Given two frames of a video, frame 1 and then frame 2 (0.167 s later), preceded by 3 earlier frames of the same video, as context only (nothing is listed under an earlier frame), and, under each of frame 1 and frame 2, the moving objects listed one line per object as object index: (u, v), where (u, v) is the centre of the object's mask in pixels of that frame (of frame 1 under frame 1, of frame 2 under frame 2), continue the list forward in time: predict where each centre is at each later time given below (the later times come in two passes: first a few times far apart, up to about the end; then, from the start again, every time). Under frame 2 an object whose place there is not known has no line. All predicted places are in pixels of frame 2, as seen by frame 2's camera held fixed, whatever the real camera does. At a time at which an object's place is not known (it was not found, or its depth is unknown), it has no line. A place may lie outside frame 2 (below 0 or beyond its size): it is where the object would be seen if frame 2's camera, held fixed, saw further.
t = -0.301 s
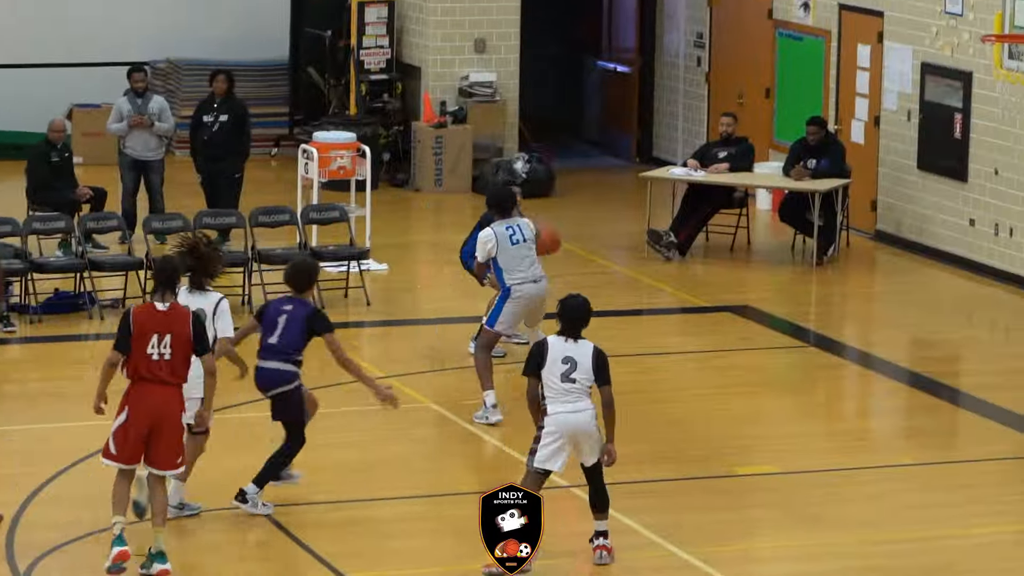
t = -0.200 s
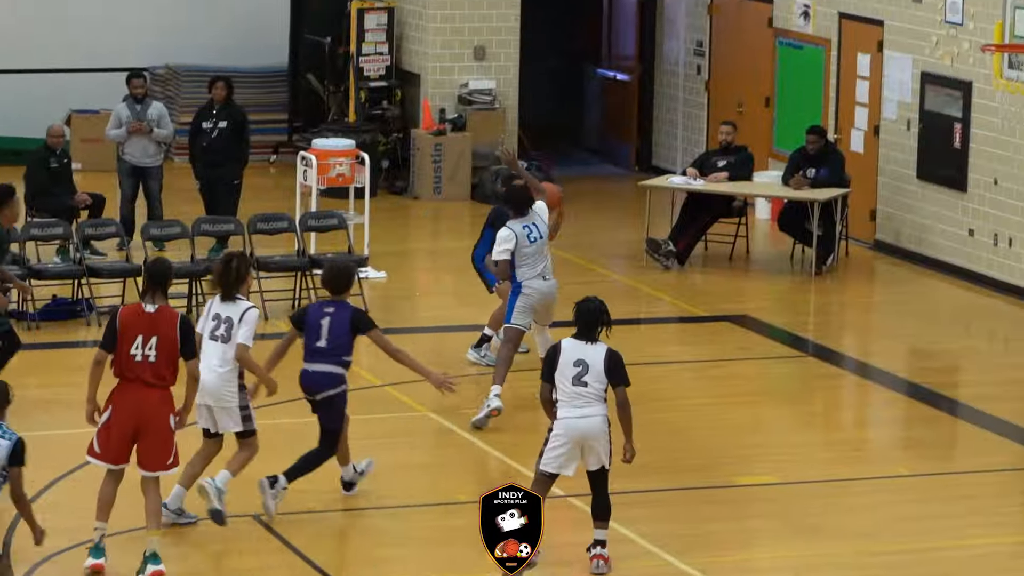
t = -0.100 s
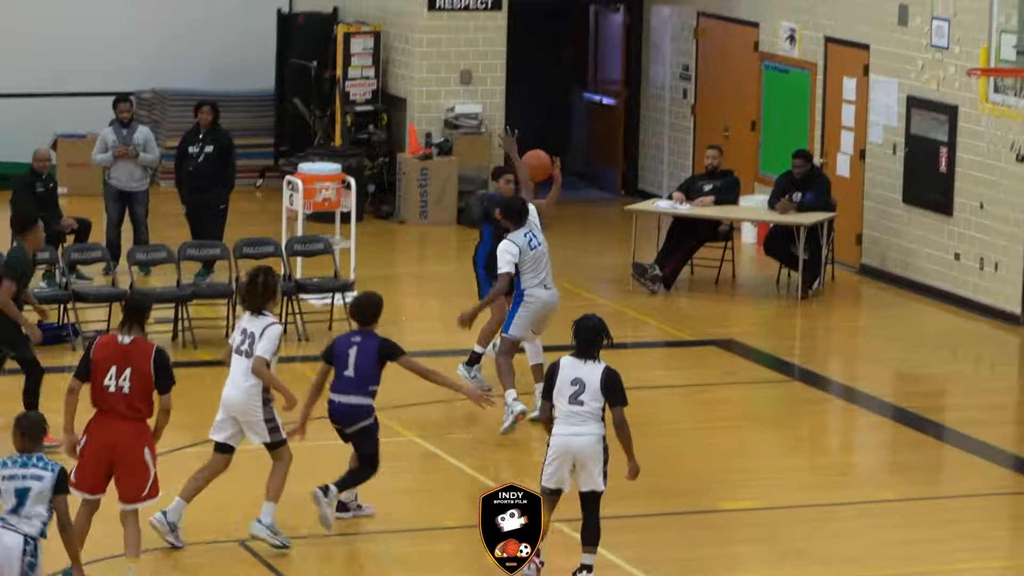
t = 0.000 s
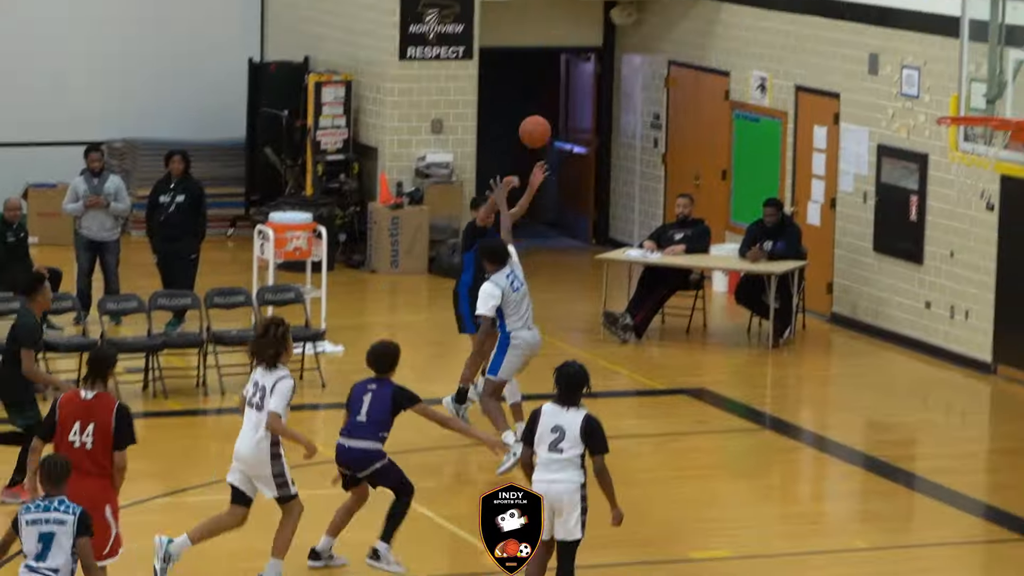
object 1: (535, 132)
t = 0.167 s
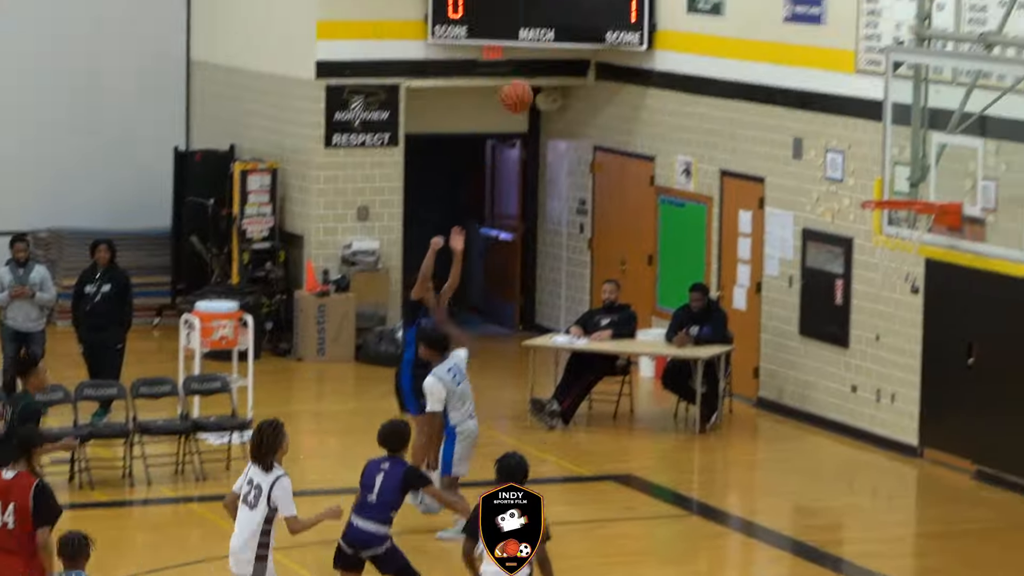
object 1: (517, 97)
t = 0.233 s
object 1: (538, 57)
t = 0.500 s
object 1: (629, -51)
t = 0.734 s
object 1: (716, -65)
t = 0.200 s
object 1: (528, 76)
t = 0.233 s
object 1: (538, 57)
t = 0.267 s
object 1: (549, 38)
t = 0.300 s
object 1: (559, 22)
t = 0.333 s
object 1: (571, 7)
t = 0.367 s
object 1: (582, -8)
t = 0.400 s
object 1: (594, -21)
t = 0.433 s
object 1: (605, -32)
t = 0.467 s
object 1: (617, -42)
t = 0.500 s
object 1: (629, -51)
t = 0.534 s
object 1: (641, -58)
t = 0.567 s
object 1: (653, -63)
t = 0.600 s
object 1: (666, -67)
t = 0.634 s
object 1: (678, -69)
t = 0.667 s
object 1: (691, -70)
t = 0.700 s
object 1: (703, -68)
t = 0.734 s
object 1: (716, -65)
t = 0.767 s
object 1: (729, -60)
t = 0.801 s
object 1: (741, -54)
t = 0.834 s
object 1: (754, -45)
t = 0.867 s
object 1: (767, -33)
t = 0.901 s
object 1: (781, -22)
